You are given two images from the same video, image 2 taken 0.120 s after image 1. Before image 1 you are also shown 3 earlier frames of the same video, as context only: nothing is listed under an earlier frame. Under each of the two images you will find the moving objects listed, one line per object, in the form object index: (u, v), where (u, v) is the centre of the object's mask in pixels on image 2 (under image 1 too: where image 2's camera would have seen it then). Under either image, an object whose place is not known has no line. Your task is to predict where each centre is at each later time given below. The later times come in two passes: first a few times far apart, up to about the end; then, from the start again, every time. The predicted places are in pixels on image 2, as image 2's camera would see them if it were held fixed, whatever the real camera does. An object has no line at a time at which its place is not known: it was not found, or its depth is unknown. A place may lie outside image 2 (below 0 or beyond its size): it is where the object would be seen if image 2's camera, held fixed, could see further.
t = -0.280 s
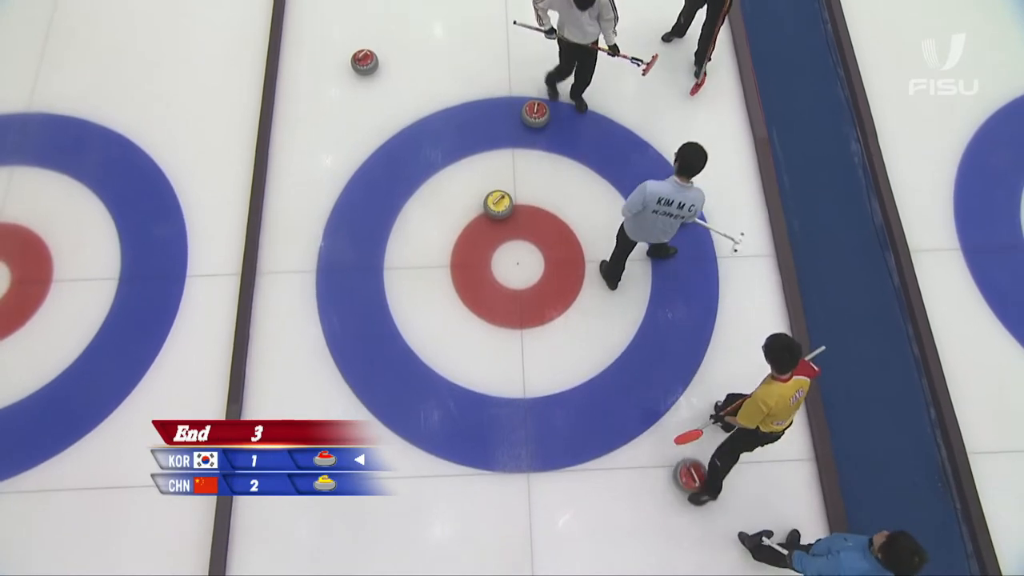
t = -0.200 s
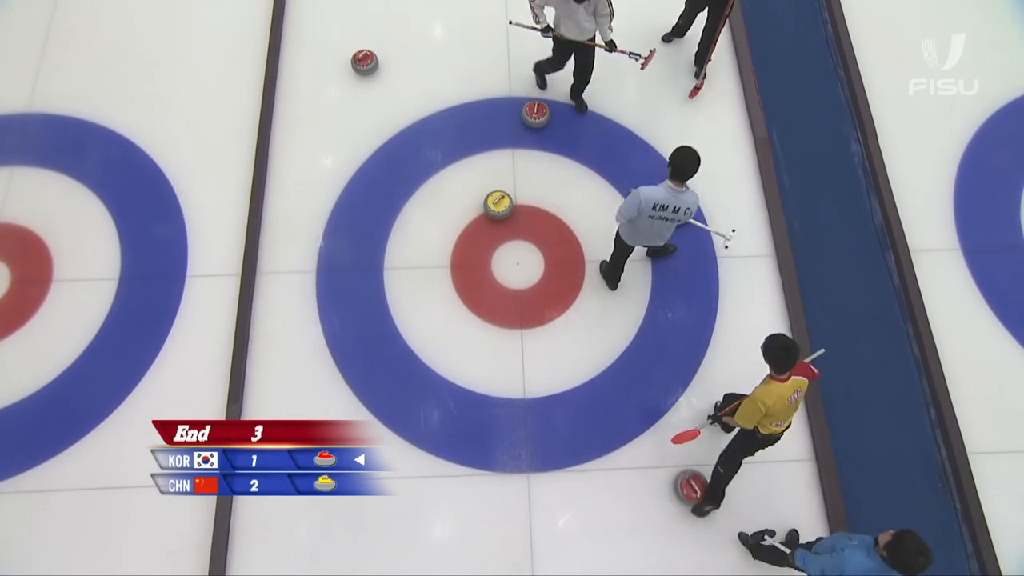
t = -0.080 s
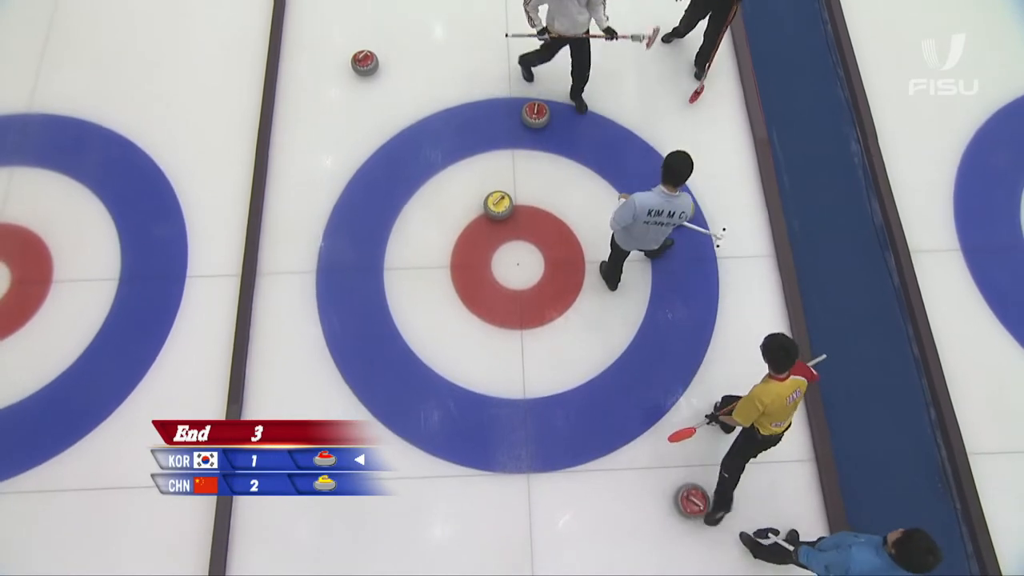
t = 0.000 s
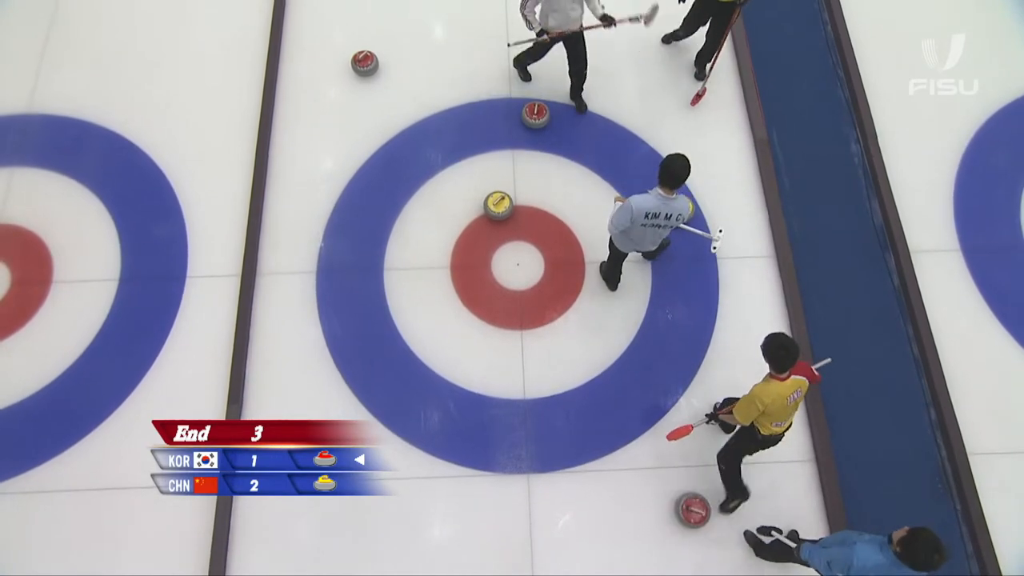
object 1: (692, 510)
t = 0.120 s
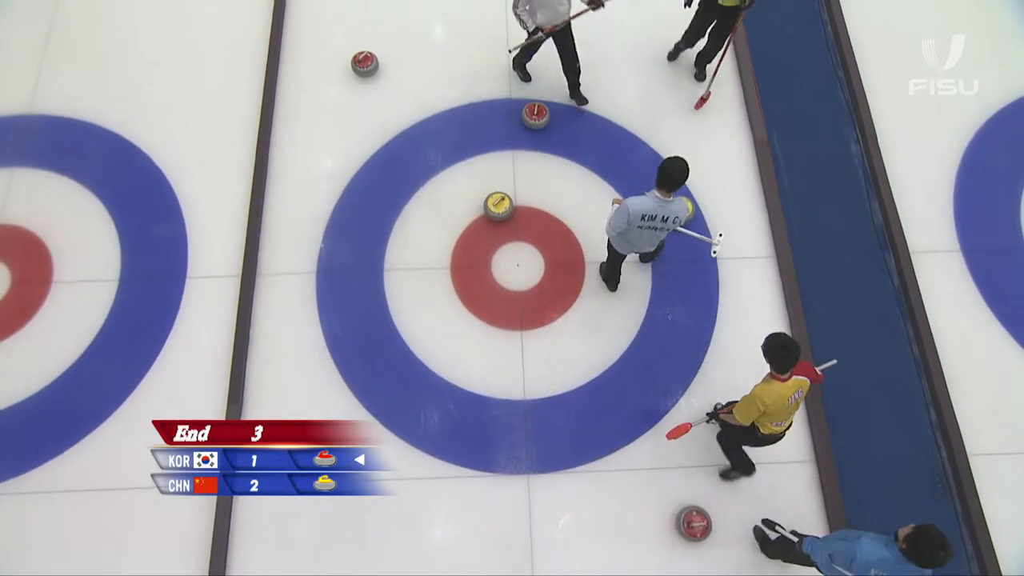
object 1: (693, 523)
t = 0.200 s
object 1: (694, 532)
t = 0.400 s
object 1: (697, 554)
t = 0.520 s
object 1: (697, 563)
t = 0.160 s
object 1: (694, 528)
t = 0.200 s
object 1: (694, 532)
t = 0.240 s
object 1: (695, 537)
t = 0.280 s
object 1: (695, 541)
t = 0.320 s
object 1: (696, 545)
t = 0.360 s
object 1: (696, 550)
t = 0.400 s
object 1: (697, 554)
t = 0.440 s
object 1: (697, 558)
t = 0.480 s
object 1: (697, 561)
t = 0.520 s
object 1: (697, 563)
